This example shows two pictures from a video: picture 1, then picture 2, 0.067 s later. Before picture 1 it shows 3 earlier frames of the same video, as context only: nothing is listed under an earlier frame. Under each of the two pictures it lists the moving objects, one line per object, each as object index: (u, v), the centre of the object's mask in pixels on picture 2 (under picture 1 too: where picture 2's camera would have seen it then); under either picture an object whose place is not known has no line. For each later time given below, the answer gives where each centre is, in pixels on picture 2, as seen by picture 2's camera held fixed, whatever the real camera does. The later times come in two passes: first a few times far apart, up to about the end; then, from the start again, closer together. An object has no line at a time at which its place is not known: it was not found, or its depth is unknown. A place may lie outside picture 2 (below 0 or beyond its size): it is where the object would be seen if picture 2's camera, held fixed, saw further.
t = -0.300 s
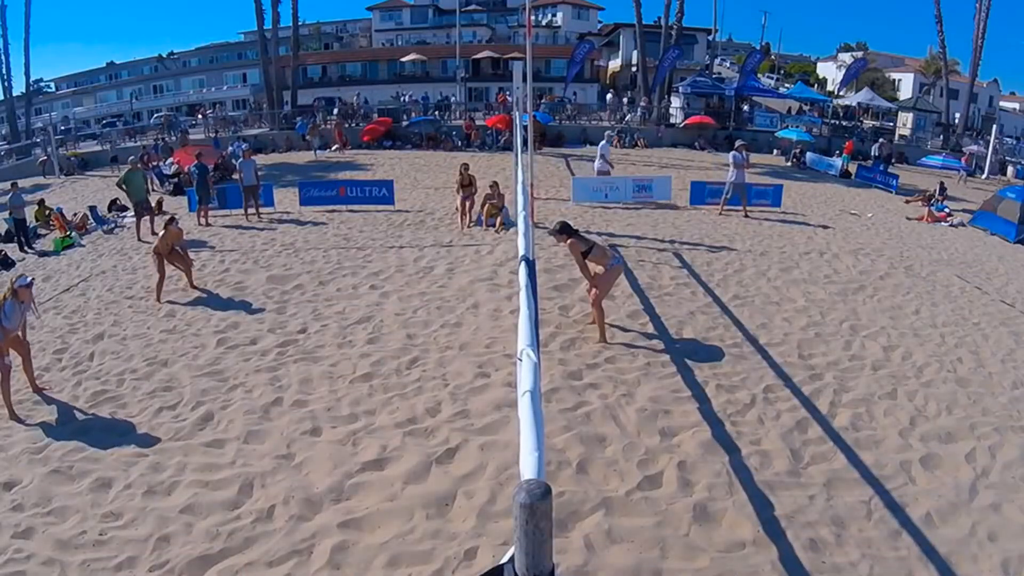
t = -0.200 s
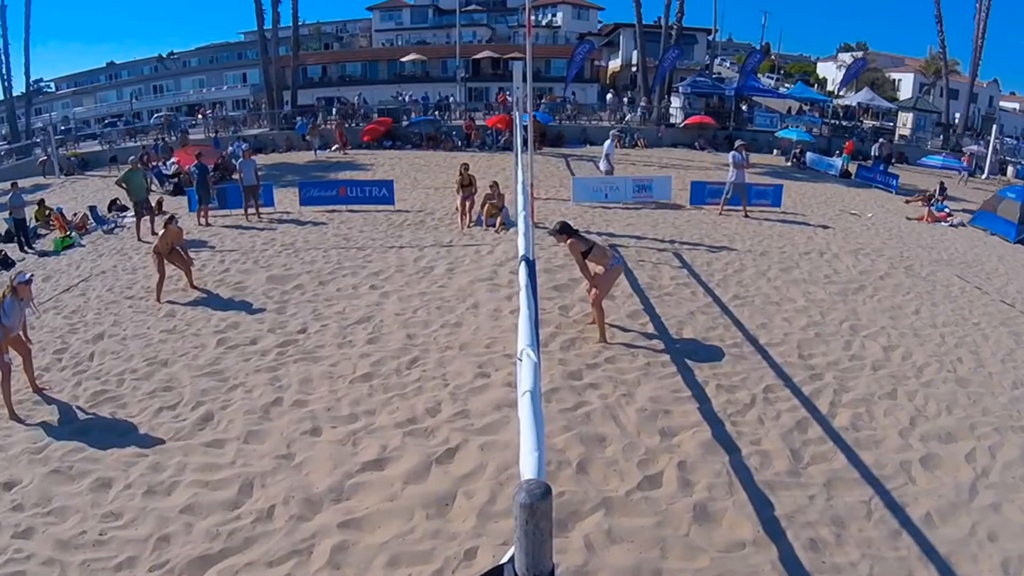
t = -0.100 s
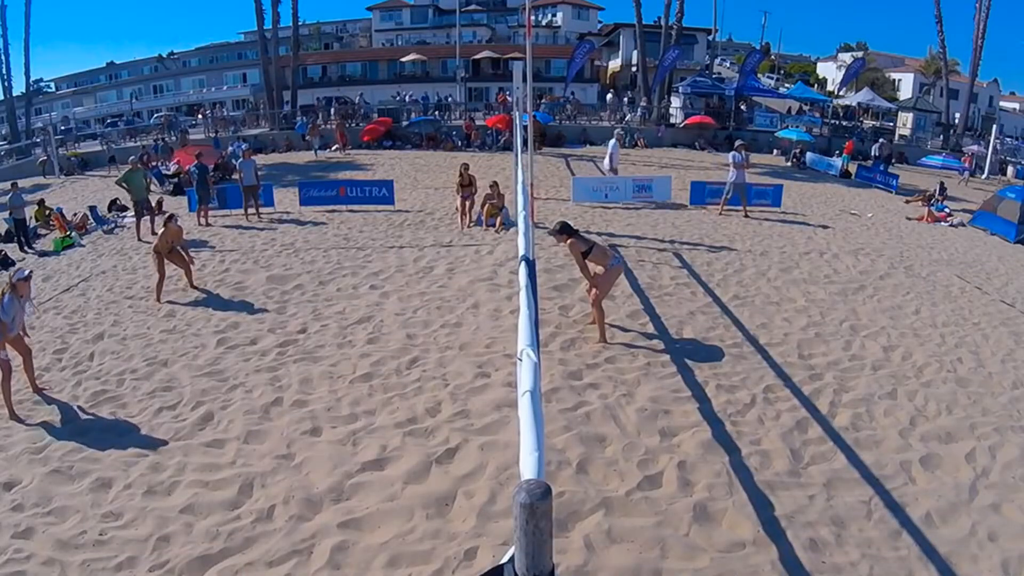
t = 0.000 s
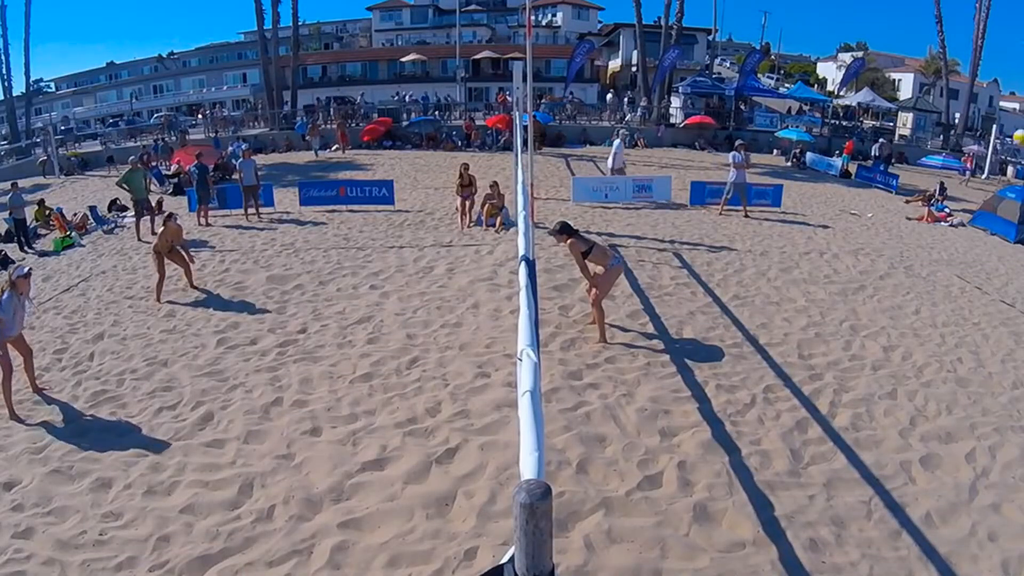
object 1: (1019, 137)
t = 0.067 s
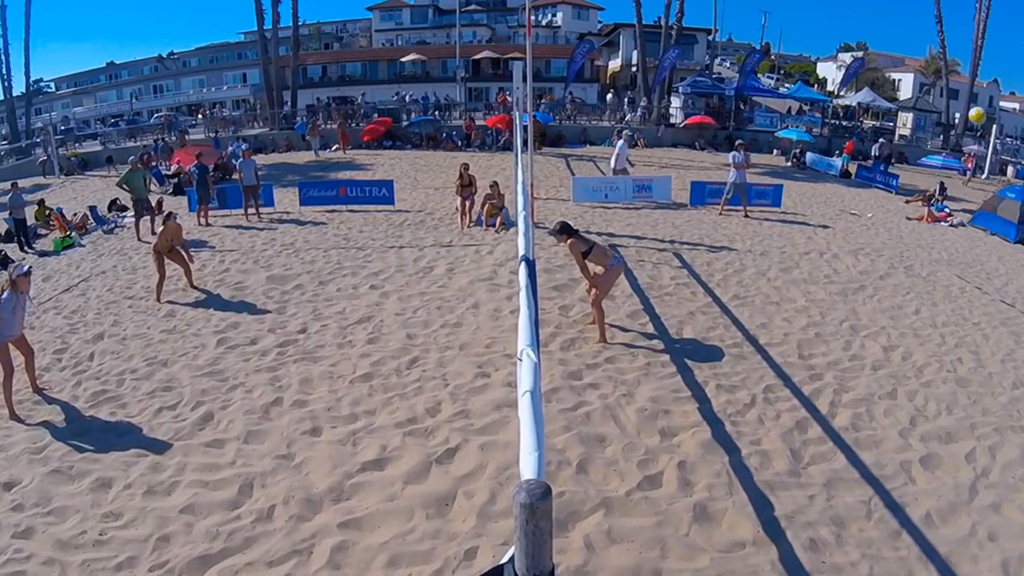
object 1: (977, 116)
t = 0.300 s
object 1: (769, 66)
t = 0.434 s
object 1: (622, 70)
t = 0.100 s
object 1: (951, 105)
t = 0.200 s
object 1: (867, 80)
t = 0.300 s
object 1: (769, 66)
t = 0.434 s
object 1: (622, 70)
